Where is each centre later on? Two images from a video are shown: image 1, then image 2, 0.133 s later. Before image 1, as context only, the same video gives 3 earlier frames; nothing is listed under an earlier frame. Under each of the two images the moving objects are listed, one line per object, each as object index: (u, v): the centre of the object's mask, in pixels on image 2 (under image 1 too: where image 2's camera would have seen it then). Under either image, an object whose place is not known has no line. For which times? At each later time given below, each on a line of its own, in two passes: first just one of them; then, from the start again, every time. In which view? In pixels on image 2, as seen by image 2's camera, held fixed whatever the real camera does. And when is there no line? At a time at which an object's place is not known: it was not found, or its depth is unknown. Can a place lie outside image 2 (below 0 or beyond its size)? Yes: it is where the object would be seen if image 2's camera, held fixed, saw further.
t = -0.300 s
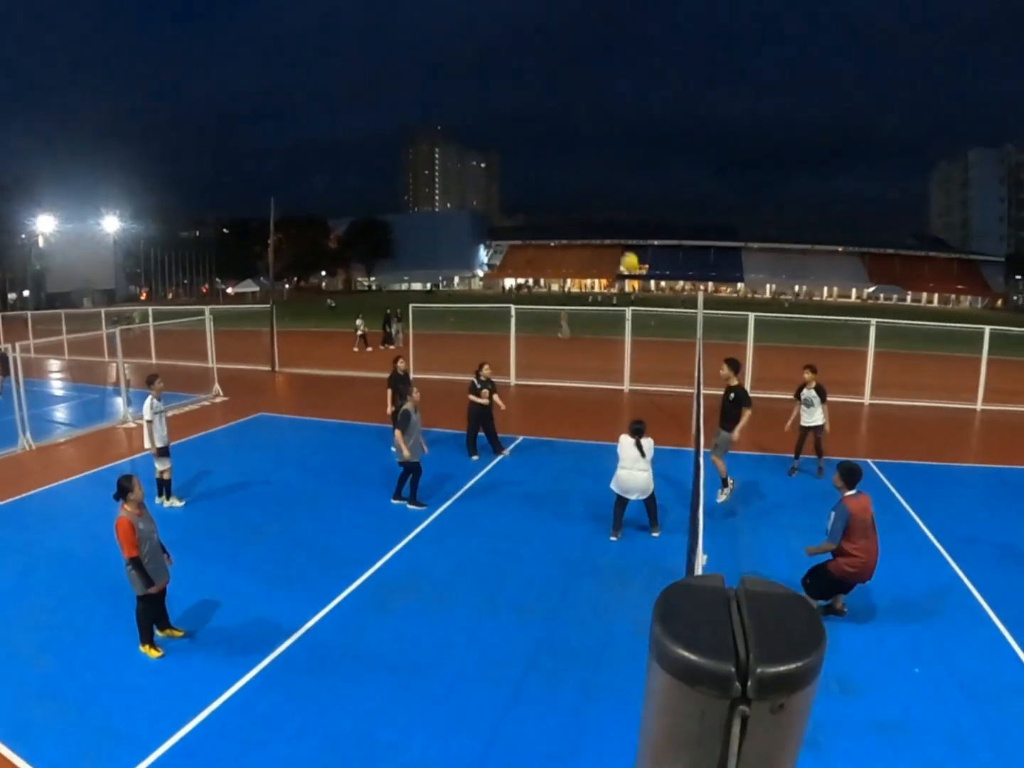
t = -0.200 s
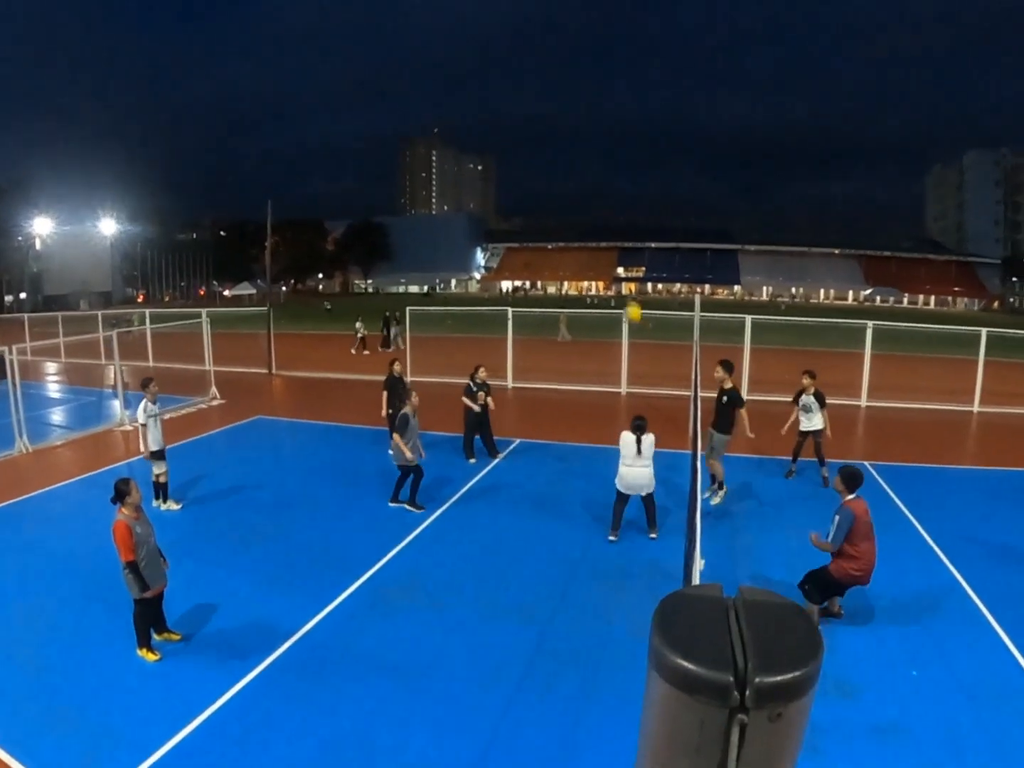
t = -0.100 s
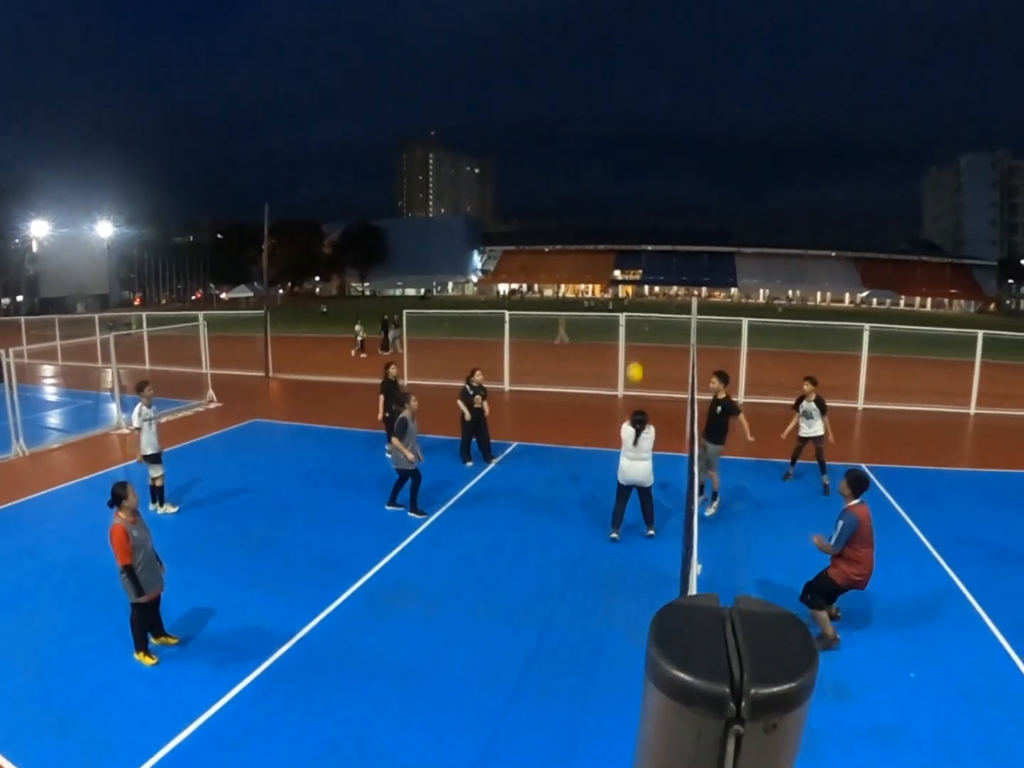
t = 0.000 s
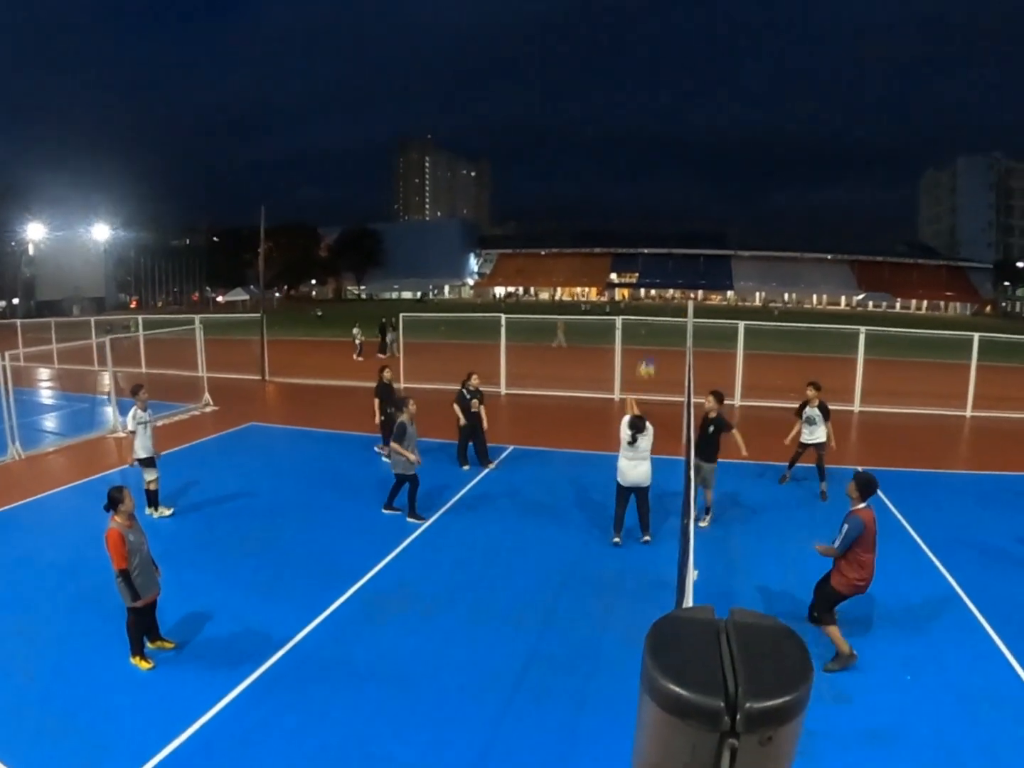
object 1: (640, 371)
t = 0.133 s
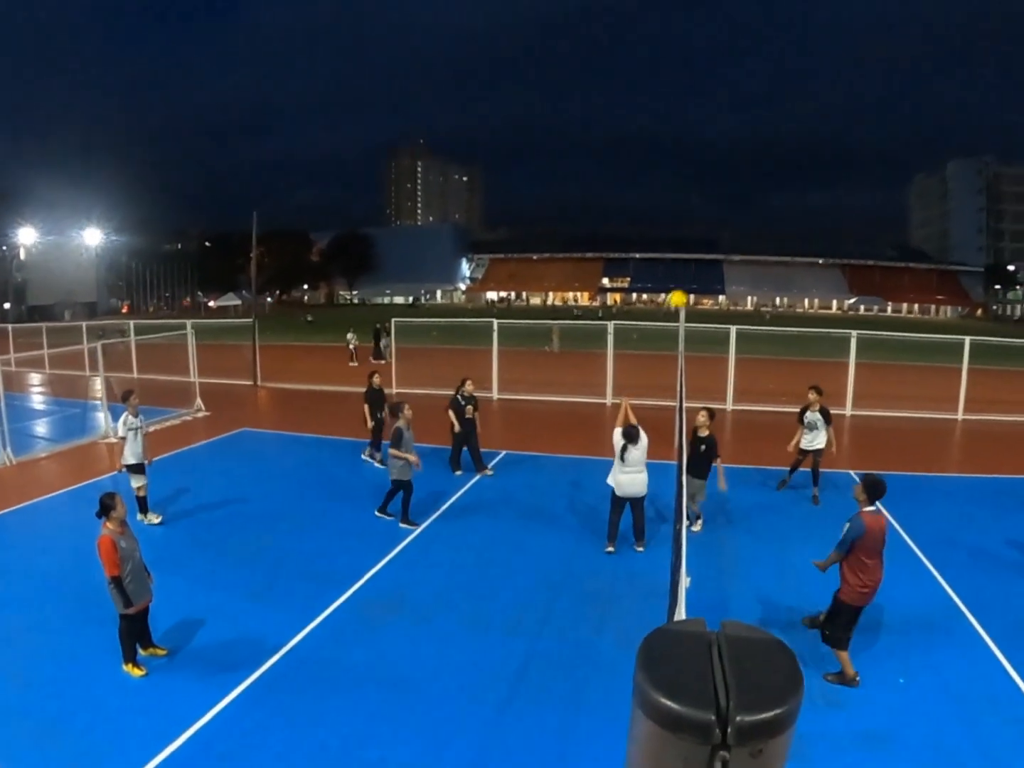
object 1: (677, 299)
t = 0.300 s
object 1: (724, 223)
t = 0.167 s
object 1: (686, 284)
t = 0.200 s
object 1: (695, 270)
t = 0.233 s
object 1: (704, 254)
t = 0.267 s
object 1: (714, 240)
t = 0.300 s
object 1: (724, 223)
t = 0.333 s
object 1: (734, 211)
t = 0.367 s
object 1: (745, 199)
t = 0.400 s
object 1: (757, 189)
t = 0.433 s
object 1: (769, 178)
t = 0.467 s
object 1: (779, 169)
